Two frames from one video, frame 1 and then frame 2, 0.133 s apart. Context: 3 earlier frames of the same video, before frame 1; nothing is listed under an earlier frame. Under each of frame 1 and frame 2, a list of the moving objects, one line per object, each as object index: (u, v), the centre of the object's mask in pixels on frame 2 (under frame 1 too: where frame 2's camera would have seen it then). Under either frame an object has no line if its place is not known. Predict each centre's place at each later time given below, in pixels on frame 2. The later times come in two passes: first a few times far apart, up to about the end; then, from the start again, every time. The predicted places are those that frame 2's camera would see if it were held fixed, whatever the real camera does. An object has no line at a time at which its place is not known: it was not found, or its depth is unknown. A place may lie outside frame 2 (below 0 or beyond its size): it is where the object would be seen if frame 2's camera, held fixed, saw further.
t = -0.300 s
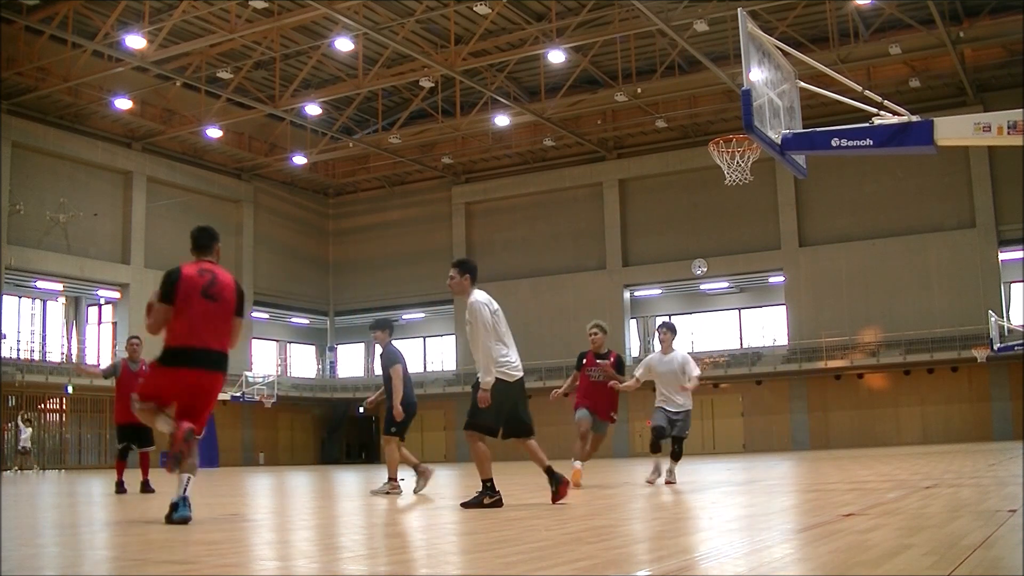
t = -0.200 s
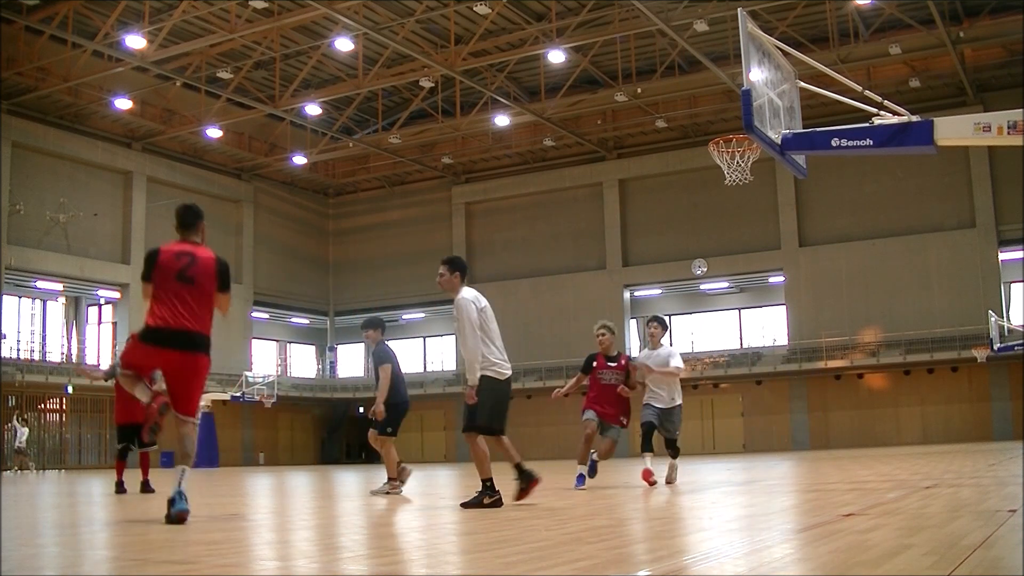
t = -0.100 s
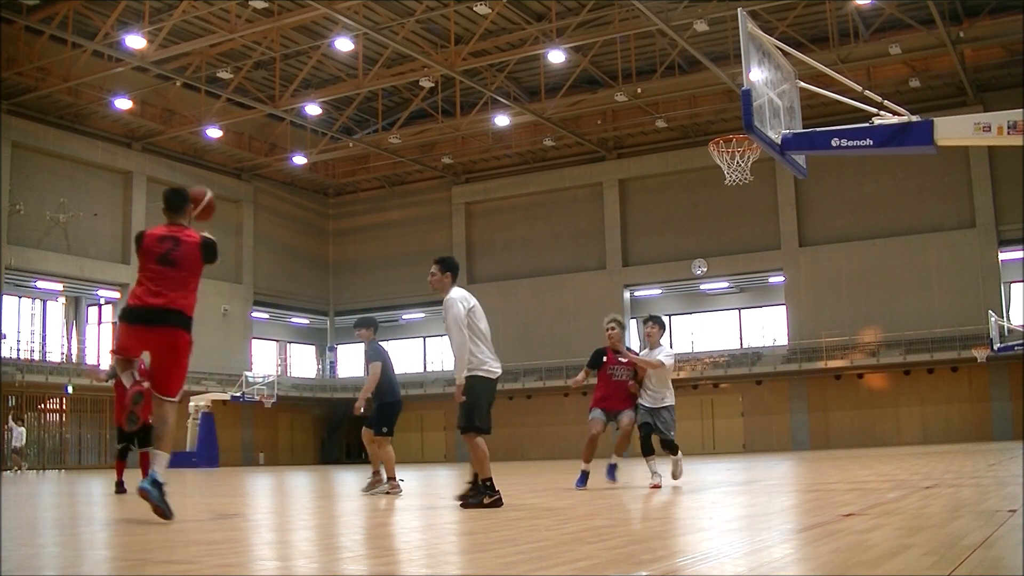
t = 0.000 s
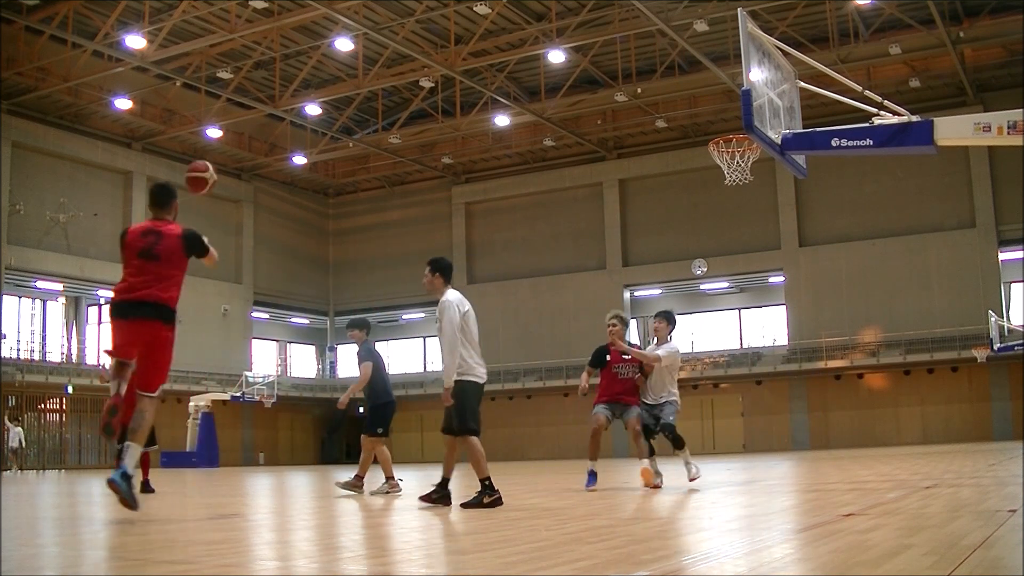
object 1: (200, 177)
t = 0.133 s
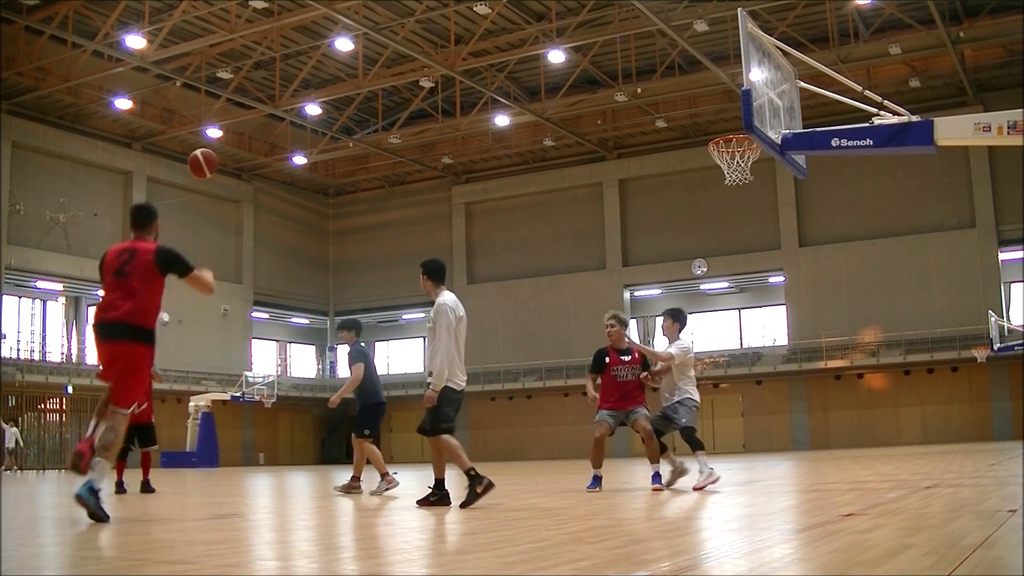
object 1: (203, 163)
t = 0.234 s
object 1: (203, 166)
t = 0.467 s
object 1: (203, 209)
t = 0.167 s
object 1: (202, 163)
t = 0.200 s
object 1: (203, 165)
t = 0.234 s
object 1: (203, 166)
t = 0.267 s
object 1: (203, 169)
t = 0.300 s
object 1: (204, 173)
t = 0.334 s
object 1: (204, 179)
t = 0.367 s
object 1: (204, 185)
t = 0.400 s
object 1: (204, 192)
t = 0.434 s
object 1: (203, 200)
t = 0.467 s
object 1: (203, 209)
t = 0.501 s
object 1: (204, 218)
